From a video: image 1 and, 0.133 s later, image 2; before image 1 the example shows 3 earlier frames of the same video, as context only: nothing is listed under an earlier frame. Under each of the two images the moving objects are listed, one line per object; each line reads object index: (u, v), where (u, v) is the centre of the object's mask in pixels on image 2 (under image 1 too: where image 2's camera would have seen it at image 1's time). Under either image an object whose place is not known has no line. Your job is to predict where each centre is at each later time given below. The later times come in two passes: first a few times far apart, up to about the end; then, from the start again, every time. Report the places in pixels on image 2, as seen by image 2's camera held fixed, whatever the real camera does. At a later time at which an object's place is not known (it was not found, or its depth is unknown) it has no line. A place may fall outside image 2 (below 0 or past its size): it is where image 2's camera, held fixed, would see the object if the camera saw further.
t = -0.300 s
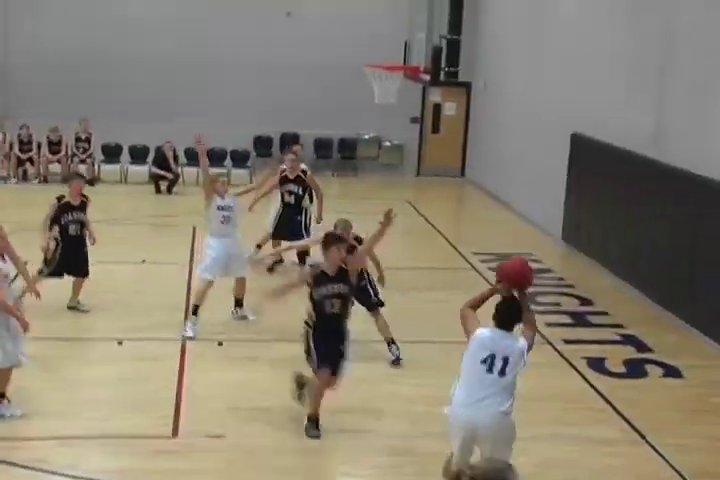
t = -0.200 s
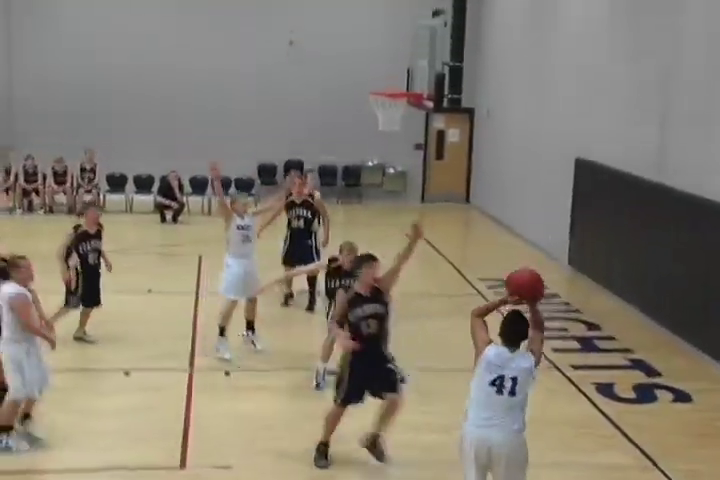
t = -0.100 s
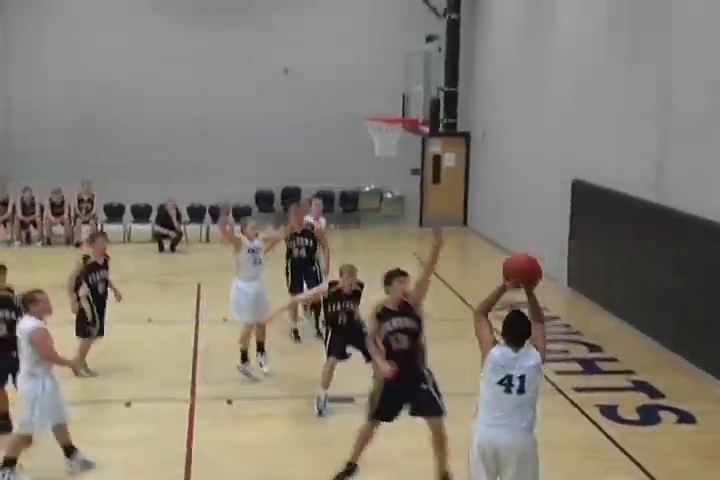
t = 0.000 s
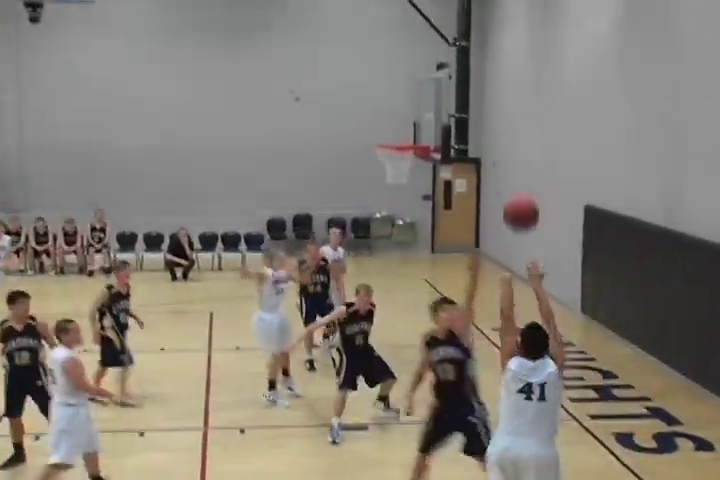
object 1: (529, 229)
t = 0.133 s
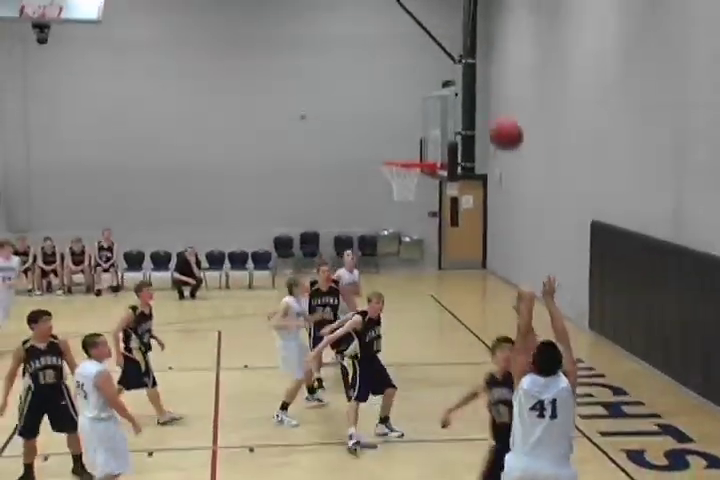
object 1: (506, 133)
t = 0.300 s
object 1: (483, 63)
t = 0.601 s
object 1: (447, 29)
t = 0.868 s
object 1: (423, 72)
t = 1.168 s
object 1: (401, 173)
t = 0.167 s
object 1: (501, 116)
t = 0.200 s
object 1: (497, 100)
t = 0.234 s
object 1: (491, 85)
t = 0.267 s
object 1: (487, 74)
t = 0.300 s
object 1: (483, 63)
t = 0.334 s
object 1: (477, 53)
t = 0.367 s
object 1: (473, 46)
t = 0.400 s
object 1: (470, 39)
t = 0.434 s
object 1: (465, 35)
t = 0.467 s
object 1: (461, 31)
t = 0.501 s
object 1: (458, 29)
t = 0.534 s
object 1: (454, 28)
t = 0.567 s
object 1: (451, 27)
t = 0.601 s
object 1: (447, 29)
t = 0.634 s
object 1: (444, 32)
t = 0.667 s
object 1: (441, 35)
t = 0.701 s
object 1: (437, 39)
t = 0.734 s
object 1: (434, 44)
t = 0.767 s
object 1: (431, 49)
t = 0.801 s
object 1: (429, 58)
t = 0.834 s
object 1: (426, 64)
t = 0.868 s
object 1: (423, 72)
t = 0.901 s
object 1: (420, 80)
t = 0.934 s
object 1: (418, 90)
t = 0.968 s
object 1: (415, 100)
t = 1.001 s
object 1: (412, 111)
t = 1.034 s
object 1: (410, 122)
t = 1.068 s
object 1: (408, 134)
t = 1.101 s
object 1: (405, 146)
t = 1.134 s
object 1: (403, 157)
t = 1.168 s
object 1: (401, 173)
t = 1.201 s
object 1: (403, 183)
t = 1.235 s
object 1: (402, 195)
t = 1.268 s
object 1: (402, 206)
